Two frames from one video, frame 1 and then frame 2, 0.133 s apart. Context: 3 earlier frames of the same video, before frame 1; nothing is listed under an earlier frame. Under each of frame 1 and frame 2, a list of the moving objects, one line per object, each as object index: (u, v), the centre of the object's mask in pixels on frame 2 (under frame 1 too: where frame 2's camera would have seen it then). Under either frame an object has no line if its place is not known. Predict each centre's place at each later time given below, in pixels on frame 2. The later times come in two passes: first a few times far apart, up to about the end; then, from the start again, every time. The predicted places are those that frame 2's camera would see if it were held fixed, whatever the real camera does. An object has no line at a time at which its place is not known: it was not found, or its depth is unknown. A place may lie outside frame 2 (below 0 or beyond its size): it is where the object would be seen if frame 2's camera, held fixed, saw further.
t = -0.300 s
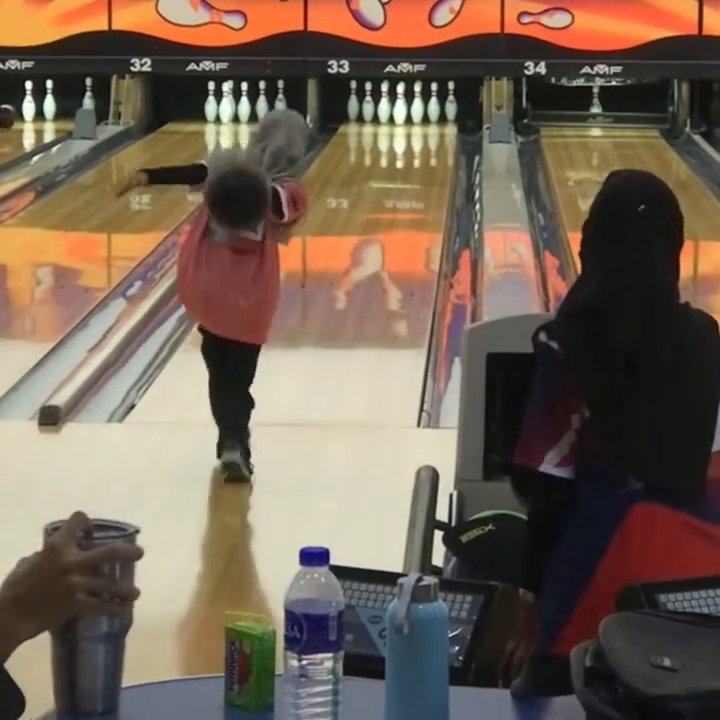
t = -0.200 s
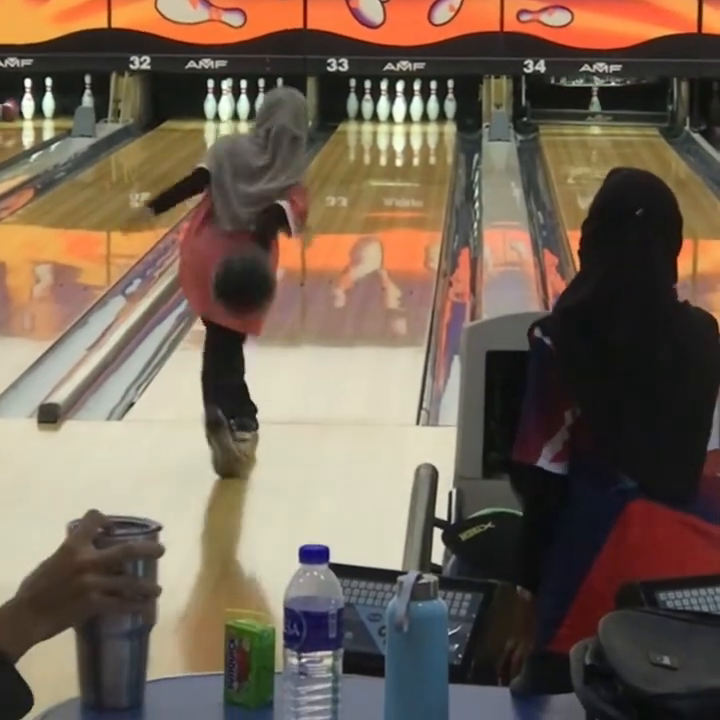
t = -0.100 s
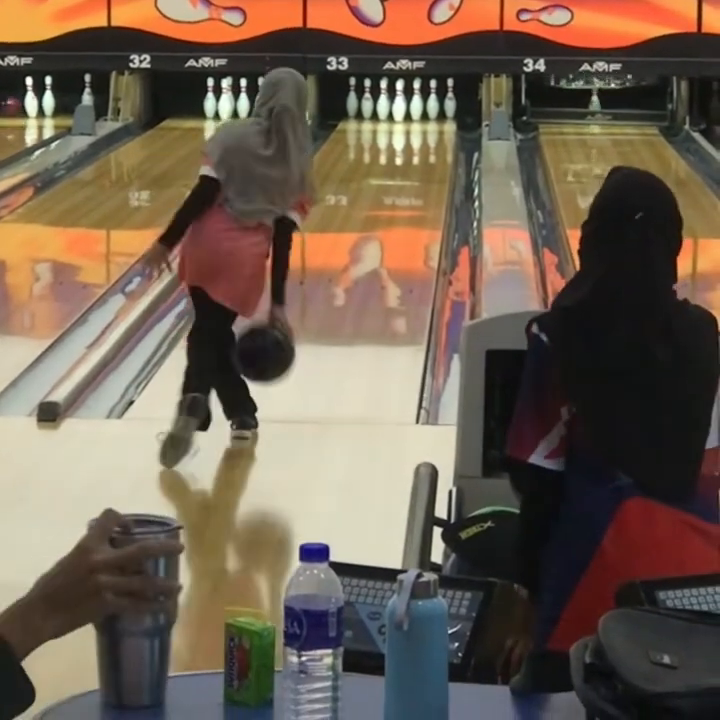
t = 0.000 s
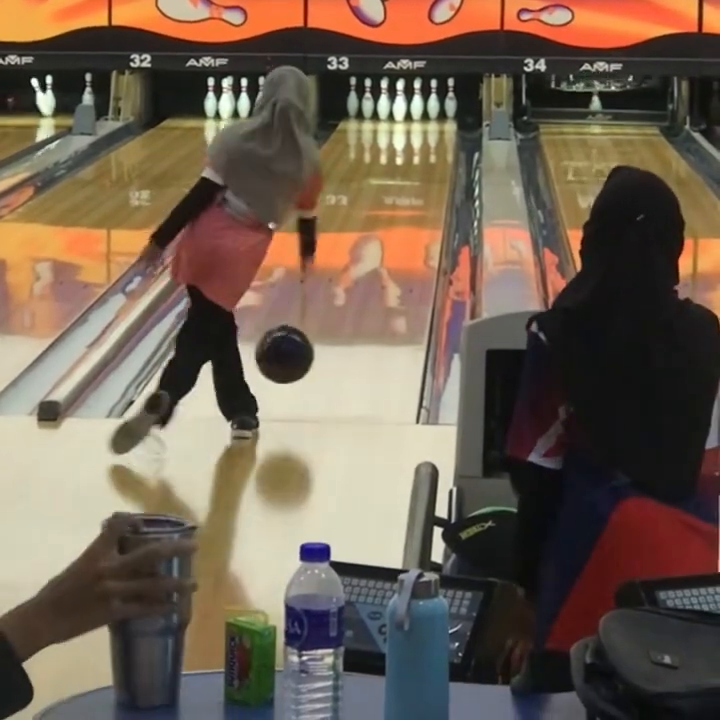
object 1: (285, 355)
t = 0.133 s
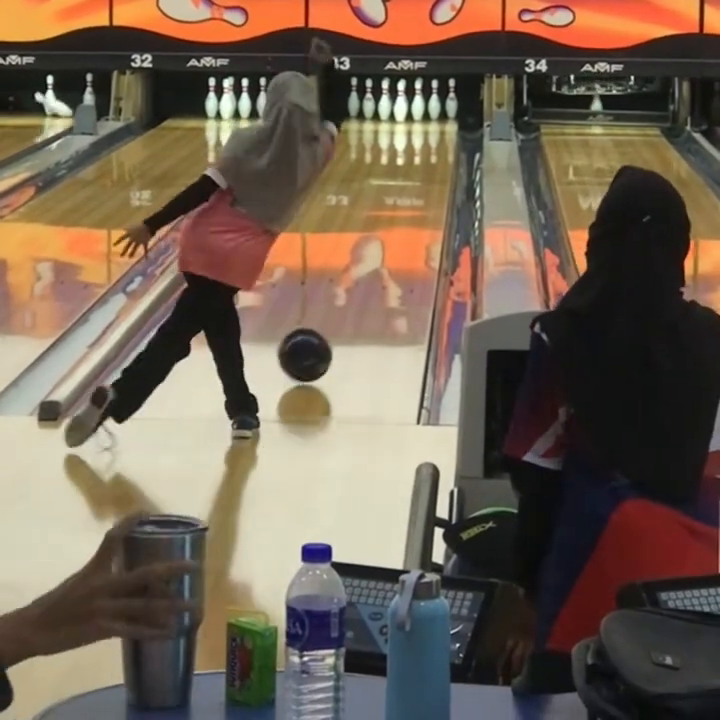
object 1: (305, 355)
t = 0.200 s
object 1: (313, 341)
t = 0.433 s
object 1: (340, 298)
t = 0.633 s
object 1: (357, 266)
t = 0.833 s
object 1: (371, 240)
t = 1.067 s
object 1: (385, 215)
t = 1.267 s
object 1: (395, 197)
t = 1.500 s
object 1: (403, 178)
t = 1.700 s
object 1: (409, 163)
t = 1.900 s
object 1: (413, 152)
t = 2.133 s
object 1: (415, 140)
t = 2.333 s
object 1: (415, 132)
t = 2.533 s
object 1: (414, 123)
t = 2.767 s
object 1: (409, 115)
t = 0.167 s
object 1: (309, 348)
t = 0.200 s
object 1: (313, 341)
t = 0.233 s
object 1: (318, 334)
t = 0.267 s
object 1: (322, 328)
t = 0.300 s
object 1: (325, 322)
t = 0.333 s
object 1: (329, 315)
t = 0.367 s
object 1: (333, 309)
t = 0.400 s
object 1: (336, 303)
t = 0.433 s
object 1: (340, 298)
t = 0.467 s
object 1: (343, 292)
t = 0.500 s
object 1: (346, 286)
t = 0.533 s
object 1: (349, 281)
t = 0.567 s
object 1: (352, 276)
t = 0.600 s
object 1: (354, 271)
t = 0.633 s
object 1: (357, 266)
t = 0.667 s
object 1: (360, 262)
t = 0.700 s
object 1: (362, 257)
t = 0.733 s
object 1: (365, 252)
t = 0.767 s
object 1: (367, 248)
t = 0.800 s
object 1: (369, 244)
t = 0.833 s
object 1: (371, 240)
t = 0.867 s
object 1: (374, 236)
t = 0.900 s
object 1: (376, 233)
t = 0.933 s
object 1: (378, 229)
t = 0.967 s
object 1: (380, 225)
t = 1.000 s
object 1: (382, 222)
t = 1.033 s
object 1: (383, 219)
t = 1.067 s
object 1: (385, 215)
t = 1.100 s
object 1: (387, 212)
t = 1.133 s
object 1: (388, 209)
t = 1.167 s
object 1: (390, 206)
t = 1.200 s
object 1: (391, 203)
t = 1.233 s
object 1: (393, 200)
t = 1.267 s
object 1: (395, 197)
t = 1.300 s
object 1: (396, 194)
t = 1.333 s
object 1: (397, 191)
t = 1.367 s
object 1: (398, 188)
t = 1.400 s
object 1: (400, 186)
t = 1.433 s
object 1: (401, 183)
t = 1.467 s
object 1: (402, 181)
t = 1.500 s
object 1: (403, 178)
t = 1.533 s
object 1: (404, 175)
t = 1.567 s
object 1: (405, 173)
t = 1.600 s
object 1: (406, 170)
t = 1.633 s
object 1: (407, 168)
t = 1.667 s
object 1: (409, 166)
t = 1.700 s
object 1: (409, 163)
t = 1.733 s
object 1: (410, 162)
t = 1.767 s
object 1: (411, 160)
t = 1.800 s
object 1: (411, 158)
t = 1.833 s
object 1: (412, 155)
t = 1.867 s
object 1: (413, 153)
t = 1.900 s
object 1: (413, 152)
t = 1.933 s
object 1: (413, 150)
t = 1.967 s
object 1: (414, 148)
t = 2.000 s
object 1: (414, 146)
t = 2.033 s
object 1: (414, 144)
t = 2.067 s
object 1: (415, 143)
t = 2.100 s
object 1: (415, 141)
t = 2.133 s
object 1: (415, 140)
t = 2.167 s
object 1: (415, 138)
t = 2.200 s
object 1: (415, 136)
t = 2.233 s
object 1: (416, 135)
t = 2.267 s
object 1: (415, 134)
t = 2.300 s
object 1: (416, 133)
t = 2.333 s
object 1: (415, 132)
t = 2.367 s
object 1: (415, 130)
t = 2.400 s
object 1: (415, 129)
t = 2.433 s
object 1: (415, 127)
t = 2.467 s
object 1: (414, 126)
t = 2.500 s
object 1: (414, 125)
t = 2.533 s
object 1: (414, 123)
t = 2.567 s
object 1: (413, 123)
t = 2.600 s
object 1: (413, 121)
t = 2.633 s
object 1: (412, 120)
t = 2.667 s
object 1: (411, 118)
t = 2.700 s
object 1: (411, 118)
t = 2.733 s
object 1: (410, 116)
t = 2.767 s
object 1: (409, 115)
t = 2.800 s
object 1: (408, 113)
